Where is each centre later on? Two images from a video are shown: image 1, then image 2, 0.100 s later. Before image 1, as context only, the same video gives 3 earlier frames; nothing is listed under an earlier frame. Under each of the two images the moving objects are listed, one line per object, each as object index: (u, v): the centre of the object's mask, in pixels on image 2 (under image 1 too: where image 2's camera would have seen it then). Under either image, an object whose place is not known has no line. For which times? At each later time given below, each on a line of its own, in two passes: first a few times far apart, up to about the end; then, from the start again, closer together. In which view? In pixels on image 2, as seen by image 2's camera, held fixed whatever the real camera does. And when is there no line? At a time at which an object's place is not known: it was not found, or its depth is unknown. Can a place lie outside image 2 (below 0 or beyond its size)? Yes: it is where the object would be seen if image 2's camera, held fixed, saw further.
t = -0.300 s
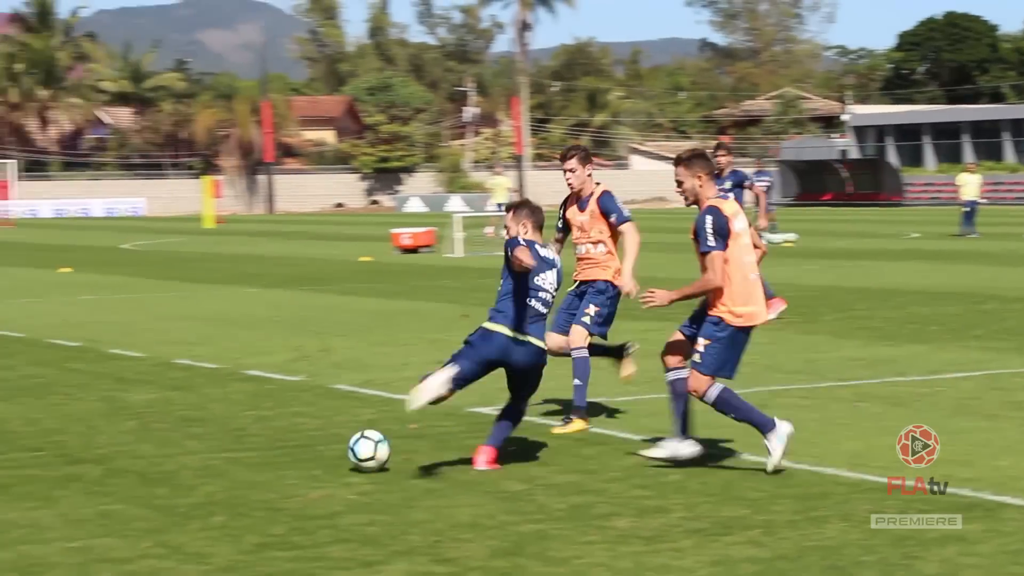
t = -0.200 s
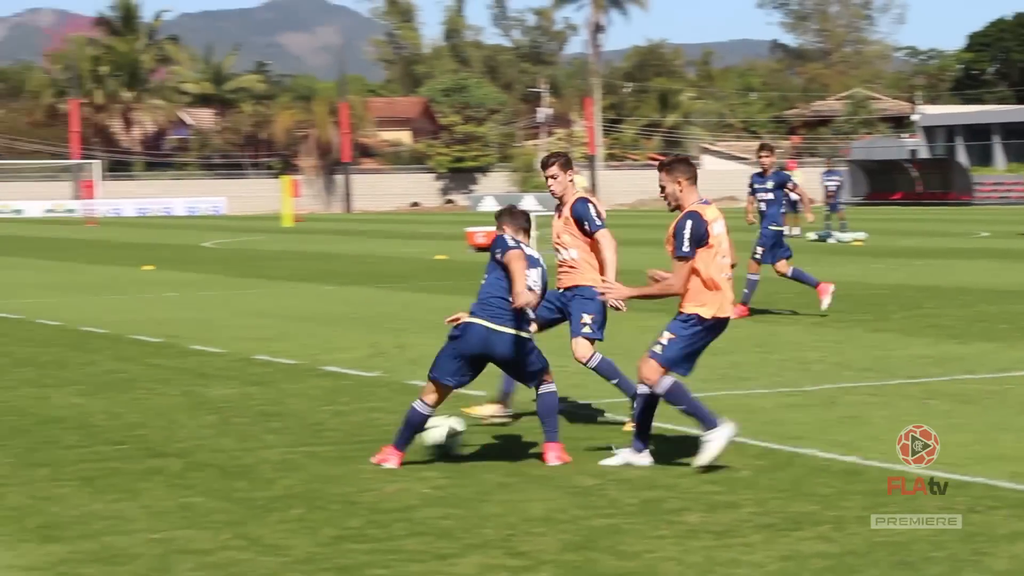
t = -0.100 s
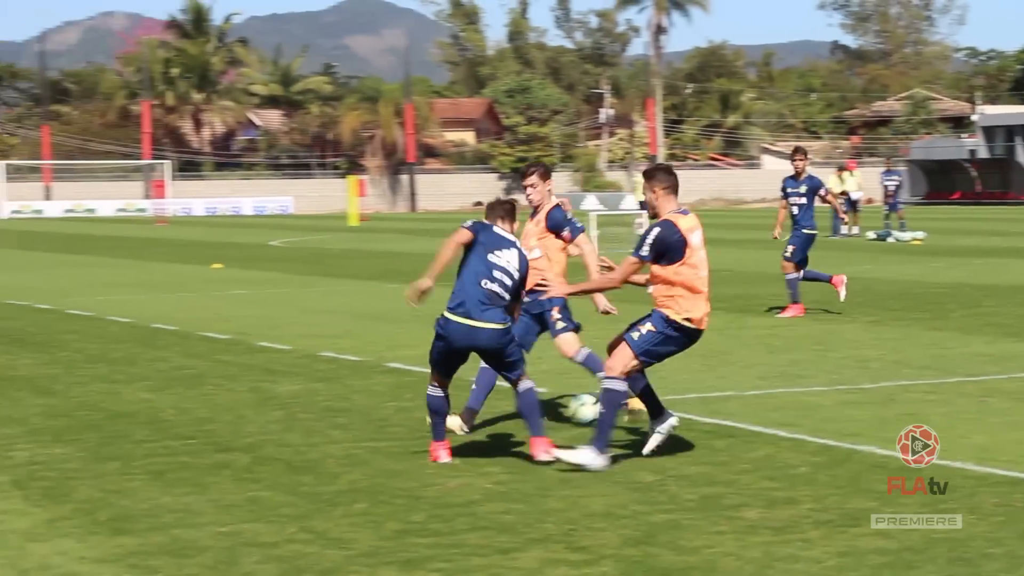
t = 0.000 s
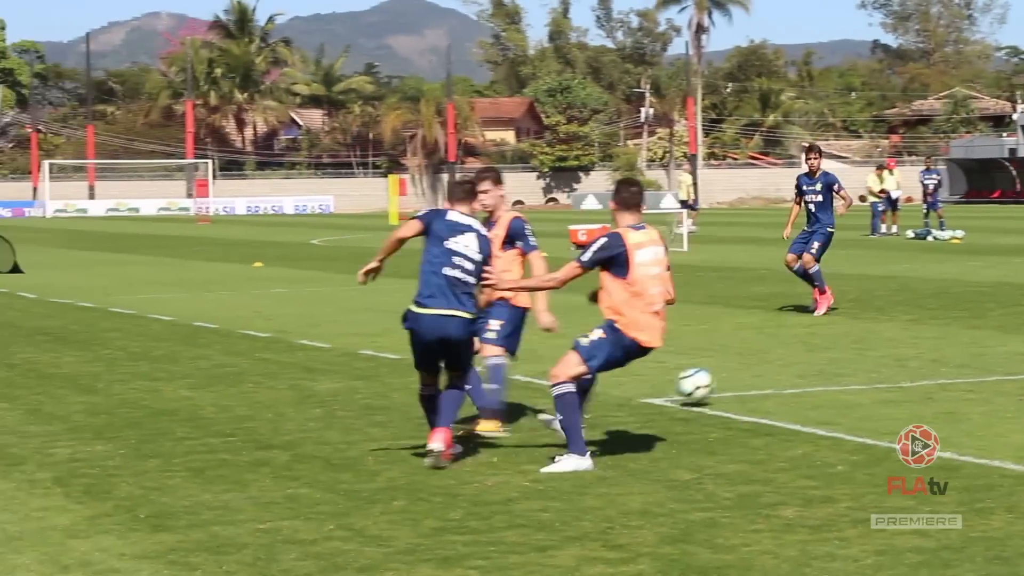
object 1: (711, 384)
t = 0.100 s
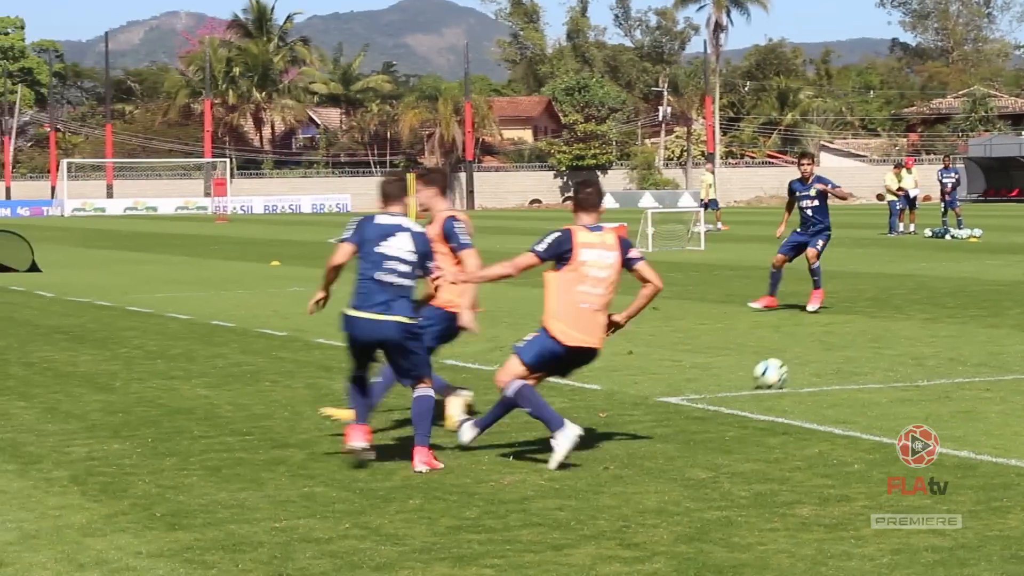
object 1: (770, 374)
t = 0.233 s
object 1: (831, 356)
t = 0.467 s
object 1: (907, 335)
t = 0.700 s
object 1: (952, 318)
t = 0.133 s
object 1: (786, 368)
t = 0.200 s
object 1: (816, 357)
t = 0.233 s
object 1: (831, 356)
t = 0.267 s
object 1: (845, 355)
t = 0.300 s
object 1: (857, 350)
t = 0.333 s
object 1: (867, 343)
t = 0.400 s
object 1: (888, 336)
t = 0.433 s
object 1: (898, 335)
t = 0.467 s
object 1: (907, 335)
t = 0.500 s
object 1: (914, 331)
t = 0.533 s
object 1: (921, 327)
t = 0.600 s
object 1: (934, 322)
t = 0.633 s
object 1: (940, 322)
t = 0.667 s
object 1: (946, 322)
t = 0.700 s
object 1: (952, 318)
